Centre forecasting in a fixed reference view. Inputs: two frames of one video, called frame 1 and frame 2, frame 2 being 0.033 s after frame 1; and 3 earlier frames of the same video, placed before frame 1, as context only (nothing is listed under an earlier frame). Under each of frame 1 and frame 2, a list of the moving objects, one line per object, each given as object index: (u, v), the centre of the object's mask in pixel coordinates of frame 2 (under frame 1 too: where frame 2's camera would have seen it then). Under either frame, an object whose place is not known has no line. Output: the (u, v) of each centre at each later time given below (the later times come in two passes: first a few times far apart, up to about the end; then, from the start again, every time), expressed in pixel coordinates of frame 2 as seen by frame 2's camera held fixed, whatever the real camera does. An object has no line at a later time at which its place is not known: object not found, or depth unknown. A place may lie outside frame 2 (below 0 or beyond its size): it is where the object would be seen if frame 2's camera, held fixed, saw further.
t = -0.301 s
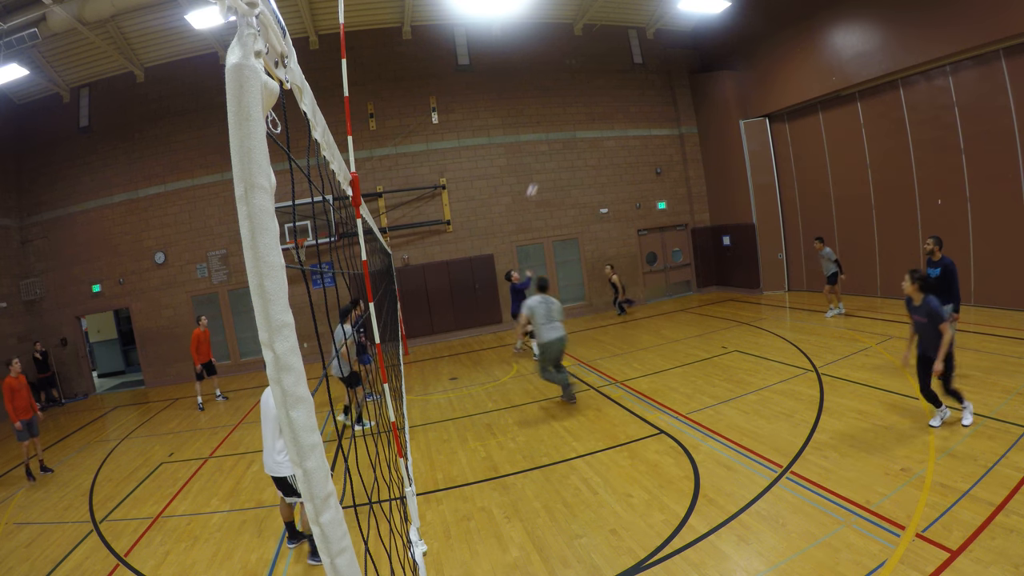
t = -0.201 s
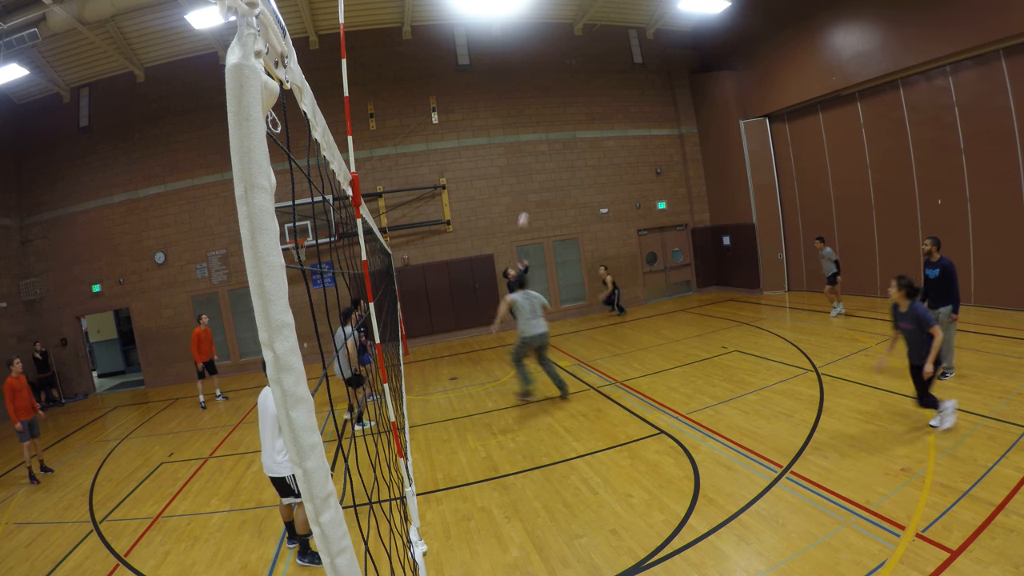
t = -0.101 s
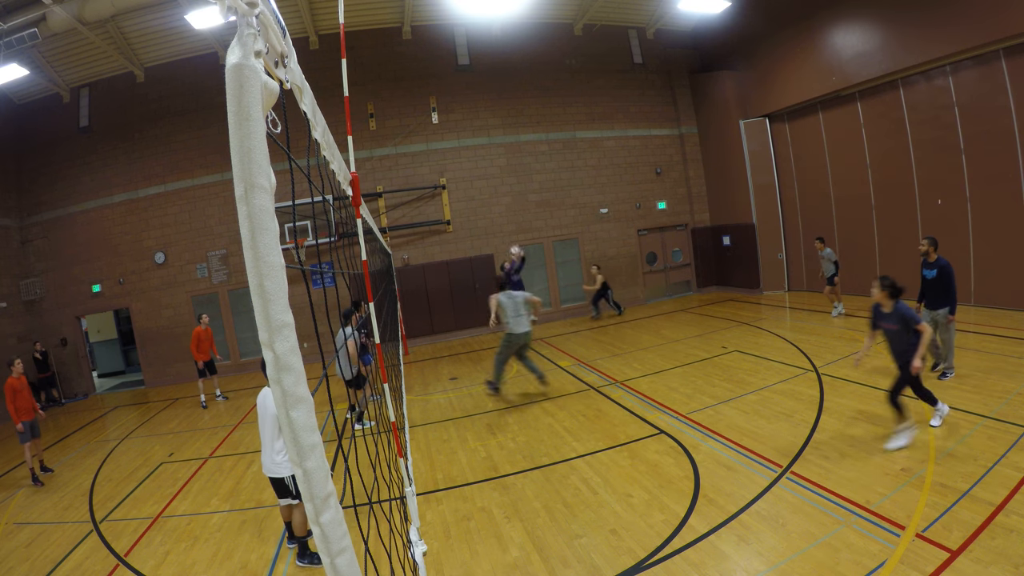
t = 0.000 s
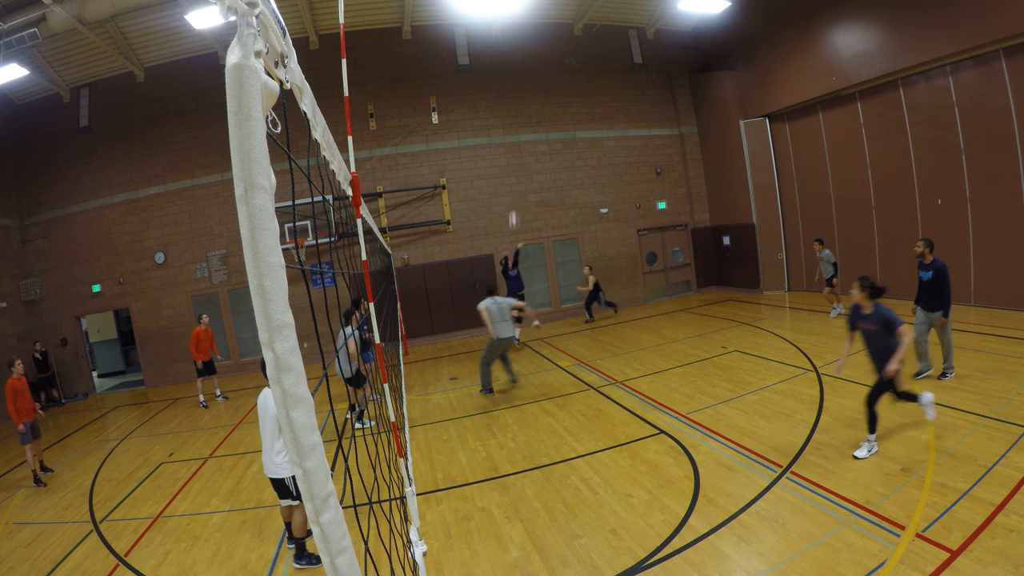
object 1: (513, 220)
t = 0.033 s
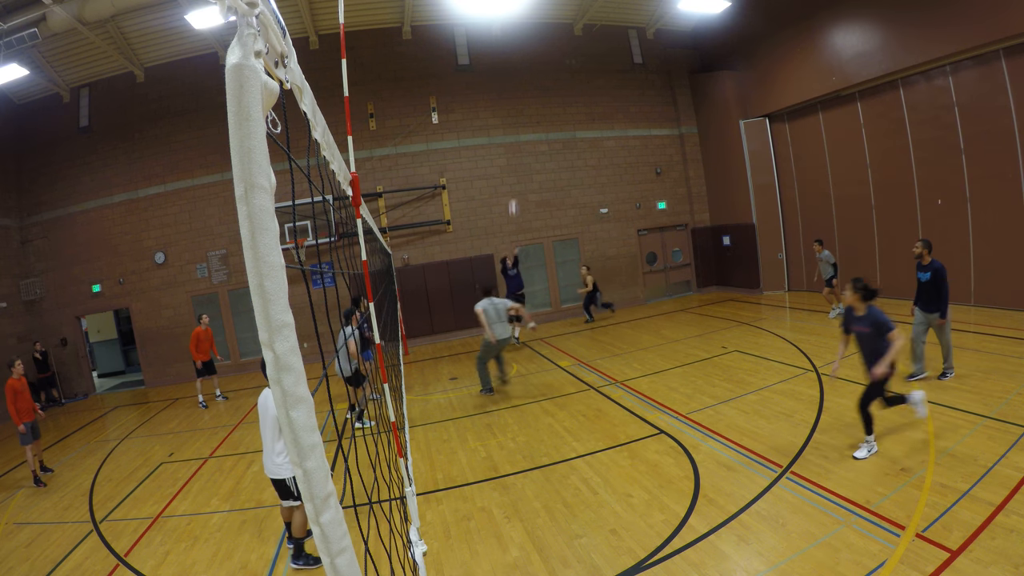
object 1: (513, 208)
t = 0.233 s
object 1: (517, 144)
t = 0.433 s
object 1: (526, 95)
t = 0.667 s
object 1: (543, 62)
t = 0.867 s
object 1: (568, 61)
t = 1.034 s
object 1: (603, 92)
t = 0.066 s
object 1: (513, 196)
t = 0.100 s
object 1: (514, 185)
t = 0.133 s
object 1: (514, 174)
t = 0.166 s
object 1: (515, 164)
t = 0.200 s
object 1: (516, 154)
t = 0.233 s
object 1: (517, 144)
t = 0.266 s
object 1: (518, 135)
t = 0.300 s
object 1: (519, 126)
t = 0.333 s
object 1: (521, 118)
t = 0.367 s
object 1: (522, 110)
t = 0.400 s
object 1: (524, 102)
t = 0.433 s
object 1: (526, 95)
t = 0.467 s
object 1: (527, 89)
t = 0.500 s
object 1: (529, 83)
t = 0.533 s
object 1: (531, 78)
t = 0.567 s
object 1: (534, 73)
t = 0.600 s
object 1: (537, 68)
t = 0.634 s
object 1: (540, 65)
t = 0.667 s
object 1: (543, 62)
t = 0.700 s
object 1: (546, 60)
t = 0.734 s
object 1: (549, 58)
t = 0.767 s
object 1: (553, 58)
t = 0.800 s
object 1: (558, 58)
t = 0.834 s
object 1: (563, 59)
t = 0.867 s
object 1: (568, 61)
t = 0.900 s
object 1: (574, 64)
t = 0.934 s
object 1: (580, 69)
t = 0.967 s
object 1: (587, 75)
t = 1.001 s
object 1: (594, 82)
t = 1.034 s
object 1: (603, 92)
